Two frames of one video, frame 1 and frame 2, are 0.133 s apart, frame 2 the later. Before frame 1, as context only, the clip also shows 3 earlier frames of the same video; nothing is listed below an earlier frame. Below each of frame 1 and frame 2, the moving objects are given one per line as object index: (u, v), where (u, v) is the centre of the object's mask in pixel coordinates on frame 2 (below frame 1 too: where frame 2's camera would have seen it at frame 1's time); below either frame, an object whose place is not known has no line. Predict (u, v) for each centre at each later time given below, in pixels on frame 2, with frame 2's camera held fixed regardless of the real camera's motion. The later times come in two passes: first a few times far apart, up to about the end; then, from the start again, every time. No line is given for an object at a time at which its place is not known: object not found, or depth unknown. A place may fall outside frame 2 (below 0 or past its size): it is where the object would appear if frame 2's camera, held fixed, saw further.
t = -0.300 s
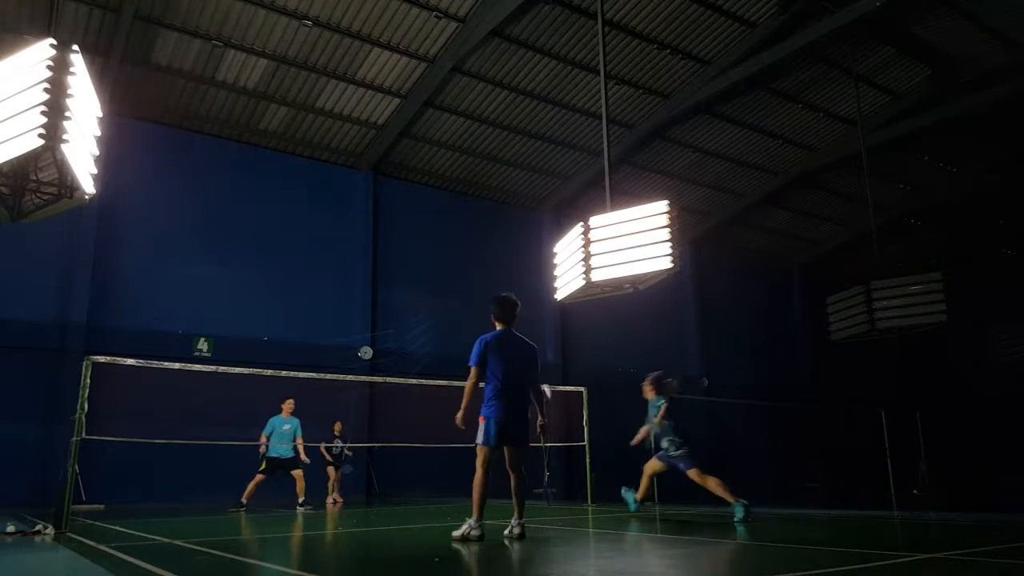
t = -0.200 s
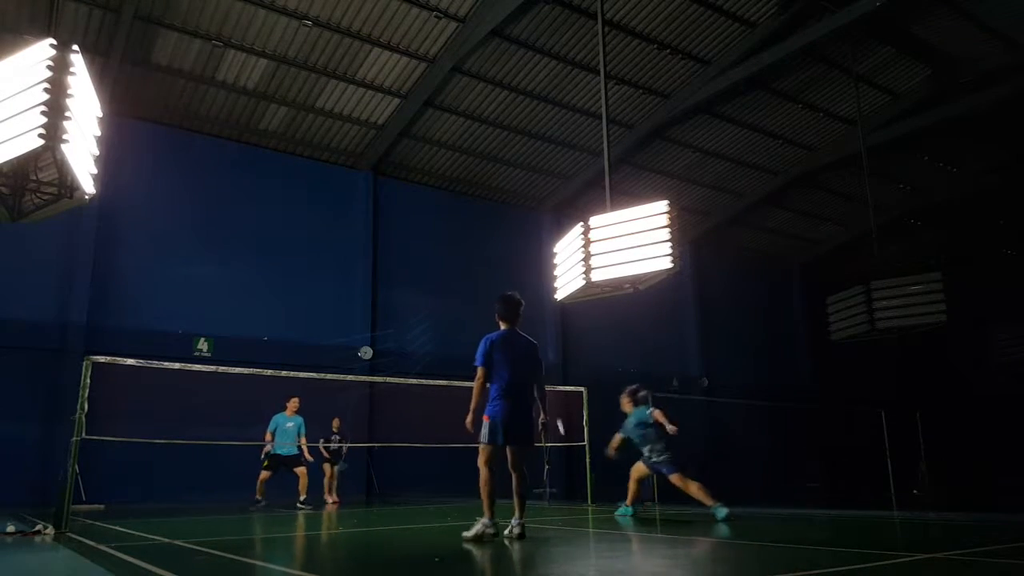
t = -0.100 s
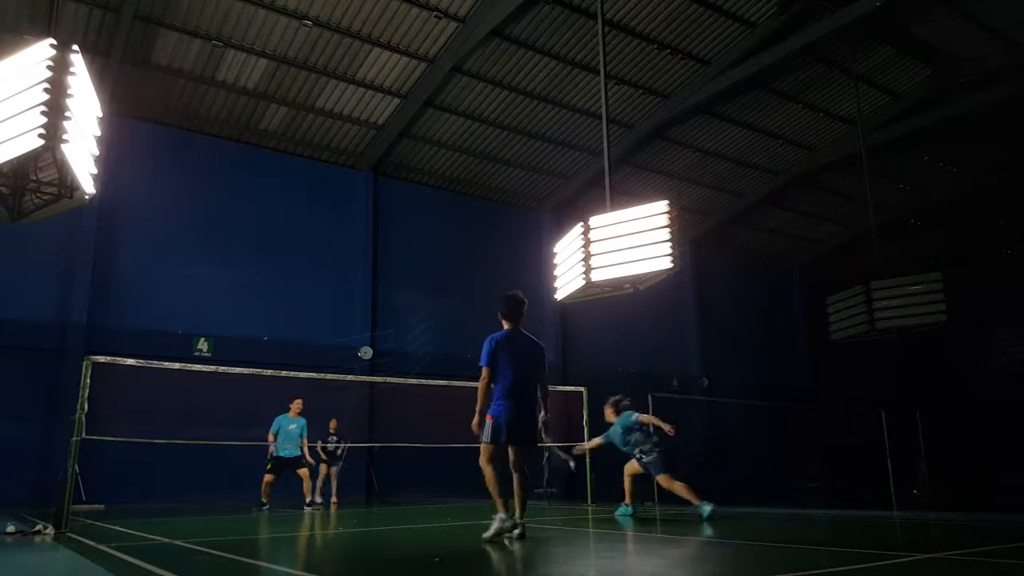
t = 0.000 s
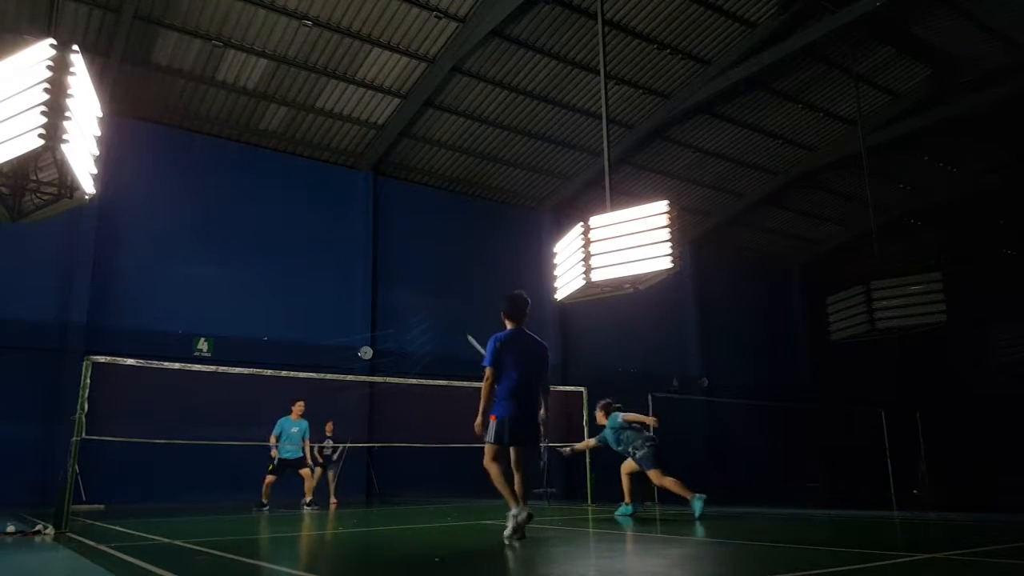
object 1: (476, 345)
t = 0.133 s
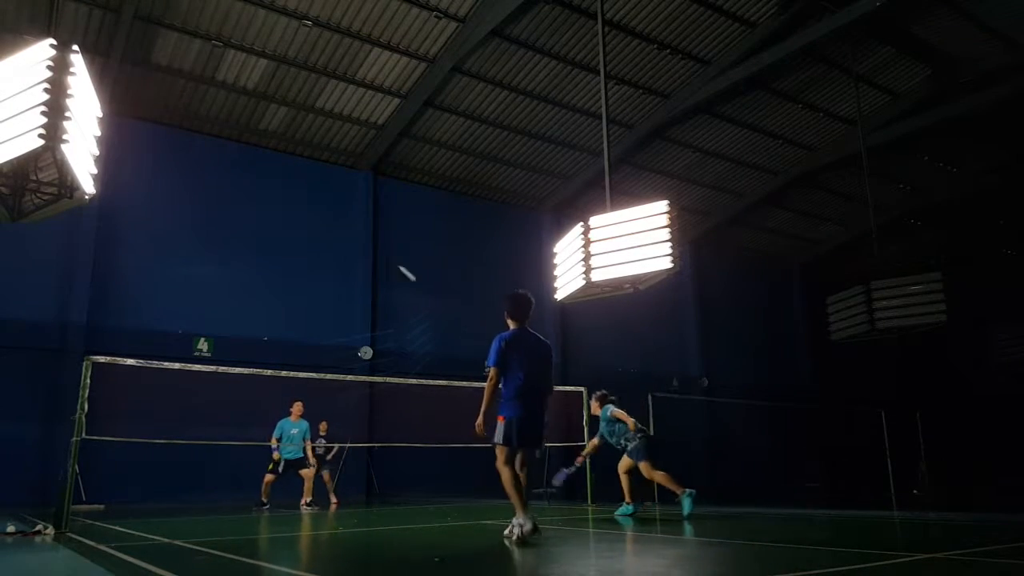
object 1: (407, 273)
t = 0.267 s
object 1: (359, 233)
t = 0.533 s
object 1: (289, 207)
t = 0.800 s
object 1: (238, 225)
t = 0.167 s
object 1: (394, 261)
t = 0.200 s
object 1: (381, 250)
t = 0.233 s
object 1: (369, 241)
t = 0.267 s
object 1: (359, 233)
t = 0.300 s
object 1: (349, 226)
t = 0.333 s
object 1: (339, 221)
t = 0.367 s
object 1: (330, 216)
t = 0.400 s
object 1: (321, 213)
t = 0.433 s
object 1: (313, 210)
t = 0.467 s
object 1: (305, 208)
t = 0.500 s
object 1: (297, 207)
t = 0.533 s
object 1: (289, 207)
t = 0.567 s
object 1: (282, 206)
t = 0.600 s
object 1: (275, 207)
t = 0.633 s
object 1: (269, 209)
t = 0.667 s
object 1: (262, 211)
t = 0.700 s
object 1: (256, 214)
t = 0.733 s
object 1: (250, 217)
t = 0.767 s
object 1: (244, 221)
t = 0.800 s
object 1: (238, 225)
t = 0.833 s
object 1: (233, 231)
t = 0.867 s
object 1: (228, 236)
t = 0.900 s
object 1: (222, 243)
